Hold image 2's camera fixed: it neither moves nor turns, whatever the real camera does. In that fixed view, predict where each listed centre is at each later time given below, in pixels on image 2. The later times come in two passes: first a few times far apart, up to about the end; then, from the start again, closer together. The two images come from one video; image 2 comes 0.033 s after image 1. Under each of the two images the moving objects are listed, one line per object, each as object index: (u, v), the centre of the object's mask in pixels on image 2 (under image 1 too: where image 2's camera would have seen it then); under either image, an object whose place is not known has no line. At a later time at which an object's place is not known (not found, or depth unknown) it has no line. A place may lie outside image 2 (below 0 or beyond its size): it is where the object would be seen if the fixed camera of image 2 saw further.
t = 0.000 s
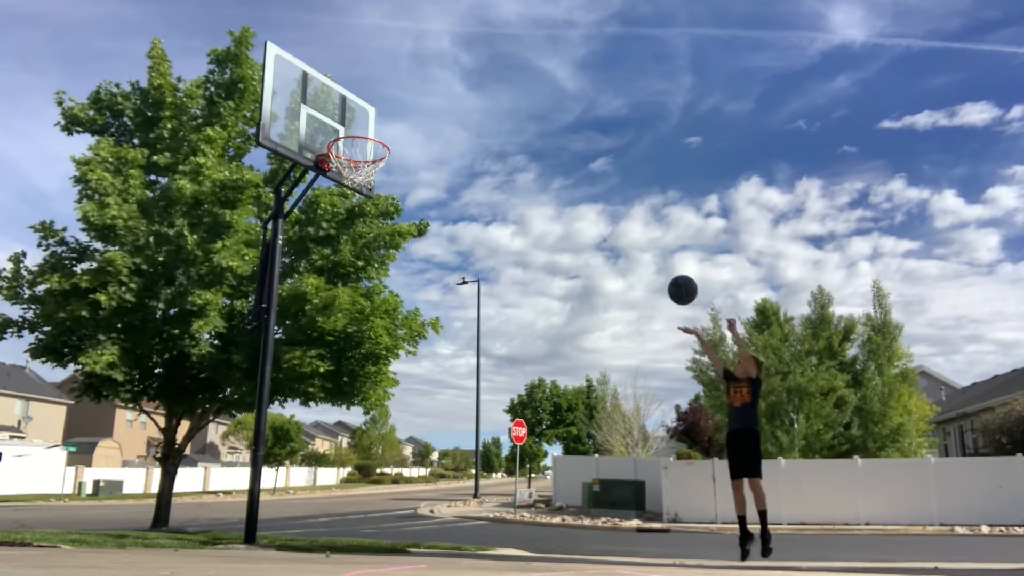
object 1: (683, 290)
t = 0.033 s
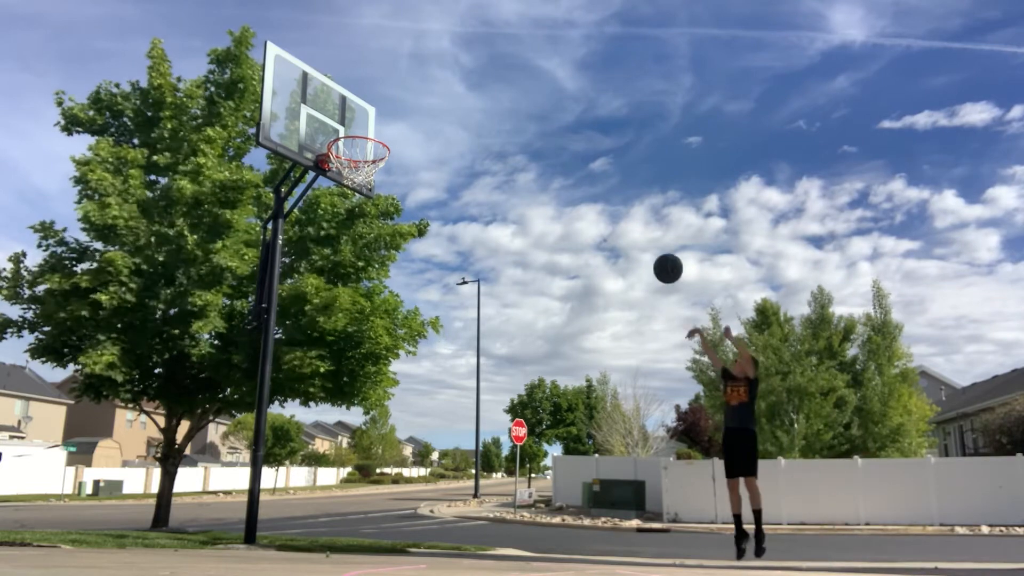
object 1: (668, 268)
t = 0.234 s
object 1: (583, 170)
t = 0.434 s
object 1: (501, 118)
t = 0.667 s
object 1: (402, 113)
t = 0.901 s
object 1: (358, 147)
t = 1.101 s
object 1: (387, 127)
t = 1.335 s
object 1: (419, 161)
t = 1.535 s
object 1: (444, 243)
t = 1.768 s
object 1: (472, 412)
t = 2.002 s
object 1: (501, 445)
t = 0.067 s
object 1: (654, 248)
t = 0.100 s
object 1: (639, 230)
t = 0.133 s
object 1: (625, 213)
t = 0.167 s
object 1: (611, 197)
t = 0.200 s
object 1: (597, 183)
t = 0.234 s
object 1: (583, 170)
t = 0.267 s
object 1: (569, 158)
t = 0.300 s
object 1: (555, 147)
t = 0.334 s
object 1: (542, 138)
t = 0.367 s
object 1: (528, 130)
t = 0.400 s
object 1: (515, 123)
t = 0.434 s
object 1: (501, 118)
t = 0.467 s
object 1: (487, 113)
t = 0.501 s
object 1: (474, 110)
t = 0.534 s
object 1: (460, 108)
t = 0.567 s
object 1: (446, 108)
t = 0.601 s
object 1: (431, 108)
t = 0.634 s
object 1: (417, 110)
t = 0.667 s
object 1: (402, 113)
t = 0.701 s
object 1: (388, 117)
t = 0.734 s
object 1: (373, 122)
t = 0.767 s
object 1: (358, 129)
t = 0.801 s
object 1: (344, 137)
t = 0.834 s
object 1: (349, 140)
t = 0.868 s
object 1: (354, 145)
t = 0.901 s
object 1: (358, 147)
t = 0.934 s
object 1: (363, 141)
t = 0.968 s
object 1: (368, 135)
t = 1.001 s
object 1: (373, 131)
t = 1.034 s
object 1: (378, 128)
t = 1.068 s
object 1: (383, 126)
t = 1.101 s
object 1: (387, 127)
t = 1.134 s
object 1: (392, 128)
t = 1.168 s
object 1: (396, 130)
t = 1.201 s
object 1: (401, 134)
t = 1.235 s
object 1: (405, 139)
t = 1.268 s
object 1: (410, 145)
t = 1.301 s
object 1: (414, 152)
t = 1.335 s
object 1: (419, 161)
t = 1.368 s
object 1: (423, 171)
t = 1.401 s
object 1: (427, 183)
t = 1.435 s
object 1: (431, 196)
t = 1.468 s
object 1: (436, 210)
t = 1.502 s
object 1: (440, 226)
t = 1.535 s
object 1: (444, 243)
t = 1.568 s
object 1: (447, 262)
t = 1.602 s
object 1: (452, 283)
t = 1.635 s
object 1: (456, 305)
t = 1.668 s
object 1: (460, 329)
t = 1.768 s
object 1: (472, 412)
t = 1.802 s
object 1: (477, 444)
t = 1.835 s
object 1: (480, 478)
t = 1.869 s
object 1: (485, 515)
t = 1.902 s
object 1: (490, 541)
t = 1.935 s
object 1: (494, 507)
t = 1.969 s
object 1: (496, 475)
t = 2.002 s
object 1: (501, 445)
